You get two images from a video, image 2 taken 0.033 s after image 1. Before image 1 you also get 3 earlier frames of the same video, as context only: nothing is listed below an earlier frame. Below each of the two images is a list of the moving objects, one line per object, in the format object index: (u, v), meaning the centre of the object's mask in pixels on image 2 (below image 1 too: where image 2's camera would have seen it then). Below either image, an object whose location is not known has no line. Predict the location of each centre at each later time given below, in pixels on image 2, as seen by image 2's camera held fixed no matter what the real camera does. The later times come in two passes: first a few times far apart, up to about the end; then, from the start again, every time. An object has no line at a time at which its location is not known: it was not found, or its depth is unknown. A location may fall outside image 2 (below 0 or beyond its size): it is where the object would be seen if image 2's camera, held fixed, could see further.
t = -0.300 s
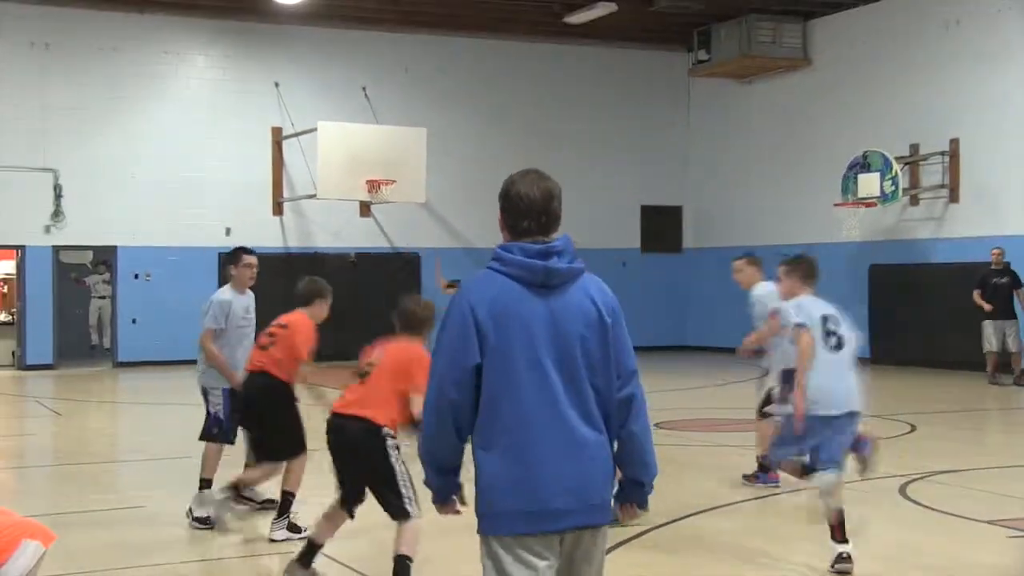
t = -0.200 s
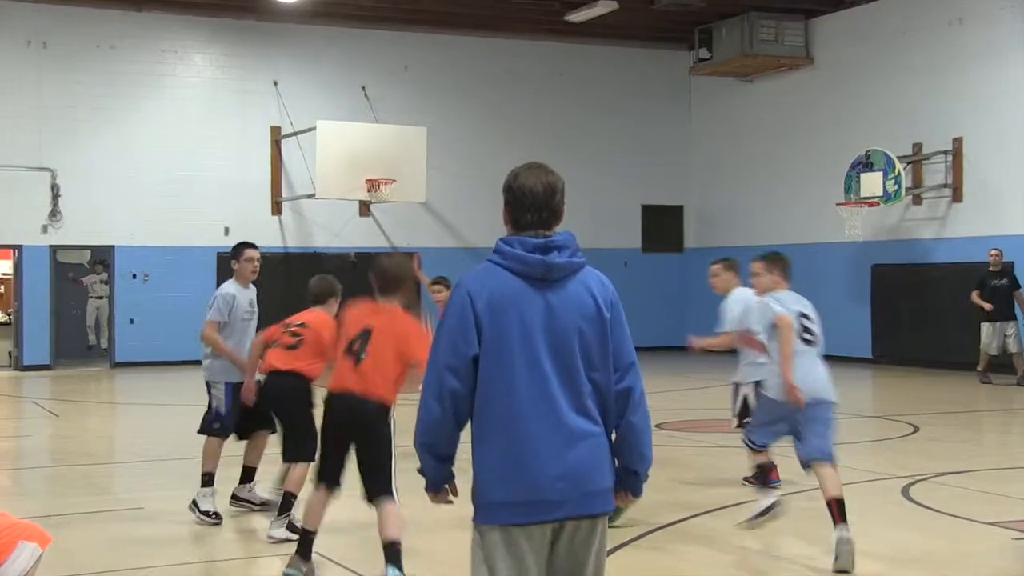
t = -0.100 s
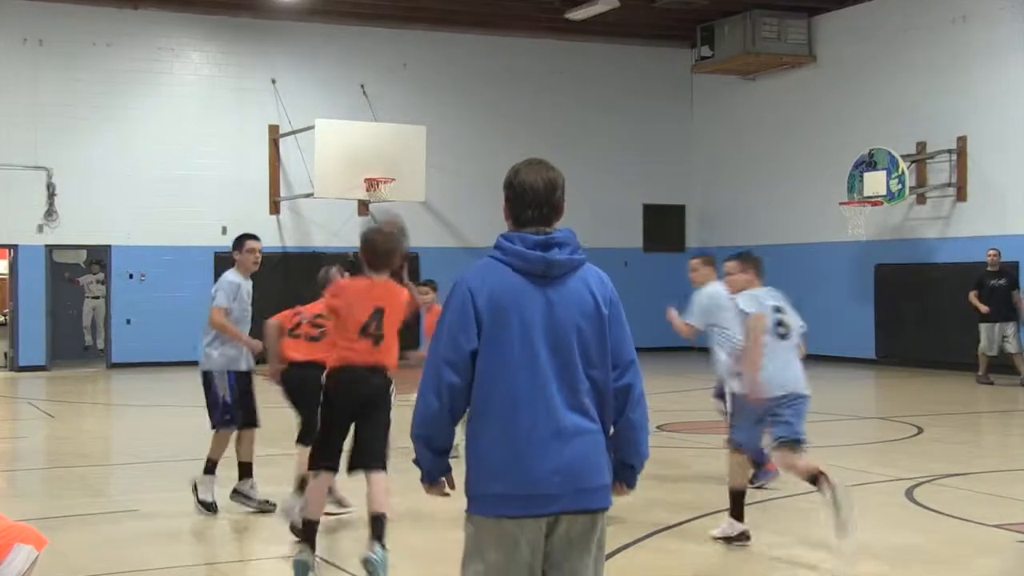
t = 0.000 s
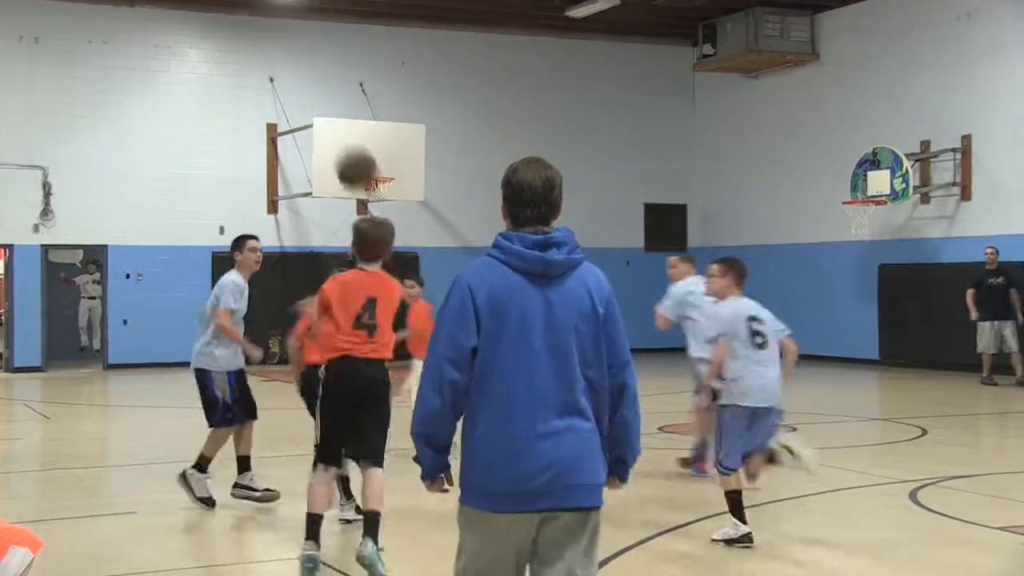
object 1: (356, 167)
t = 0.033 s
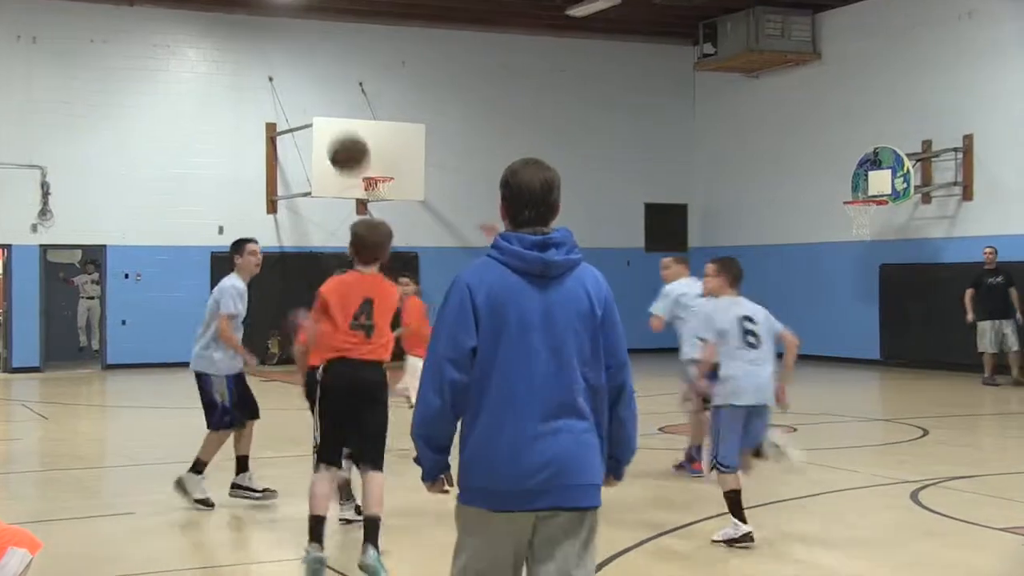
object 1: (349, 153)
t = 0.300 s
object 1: (303, 102)
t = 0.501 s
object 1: (281, 125)
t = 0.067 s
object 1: (343, 142)
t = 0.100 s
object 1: (336, 129)
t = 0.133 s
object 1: (330, 121)
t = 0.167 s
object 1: (324, 115)
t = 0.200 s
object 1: (318, 109)
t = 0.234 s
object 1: (312, 105)
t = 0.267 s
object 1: (308, 103)
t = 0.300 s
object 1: (303, 102)
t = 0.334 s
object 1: (299, 103)
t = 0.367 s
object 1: (295, 105)
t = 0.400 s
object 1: (291, 108)
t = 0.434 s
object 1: (287, 112)
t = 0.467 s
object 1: (284, 118)
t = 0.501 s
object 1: (281, 125)
